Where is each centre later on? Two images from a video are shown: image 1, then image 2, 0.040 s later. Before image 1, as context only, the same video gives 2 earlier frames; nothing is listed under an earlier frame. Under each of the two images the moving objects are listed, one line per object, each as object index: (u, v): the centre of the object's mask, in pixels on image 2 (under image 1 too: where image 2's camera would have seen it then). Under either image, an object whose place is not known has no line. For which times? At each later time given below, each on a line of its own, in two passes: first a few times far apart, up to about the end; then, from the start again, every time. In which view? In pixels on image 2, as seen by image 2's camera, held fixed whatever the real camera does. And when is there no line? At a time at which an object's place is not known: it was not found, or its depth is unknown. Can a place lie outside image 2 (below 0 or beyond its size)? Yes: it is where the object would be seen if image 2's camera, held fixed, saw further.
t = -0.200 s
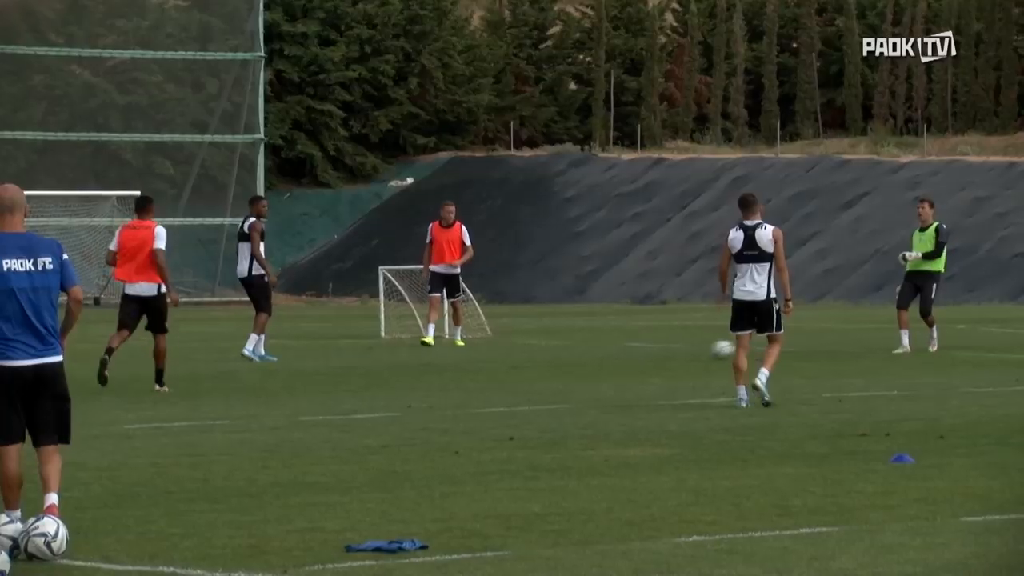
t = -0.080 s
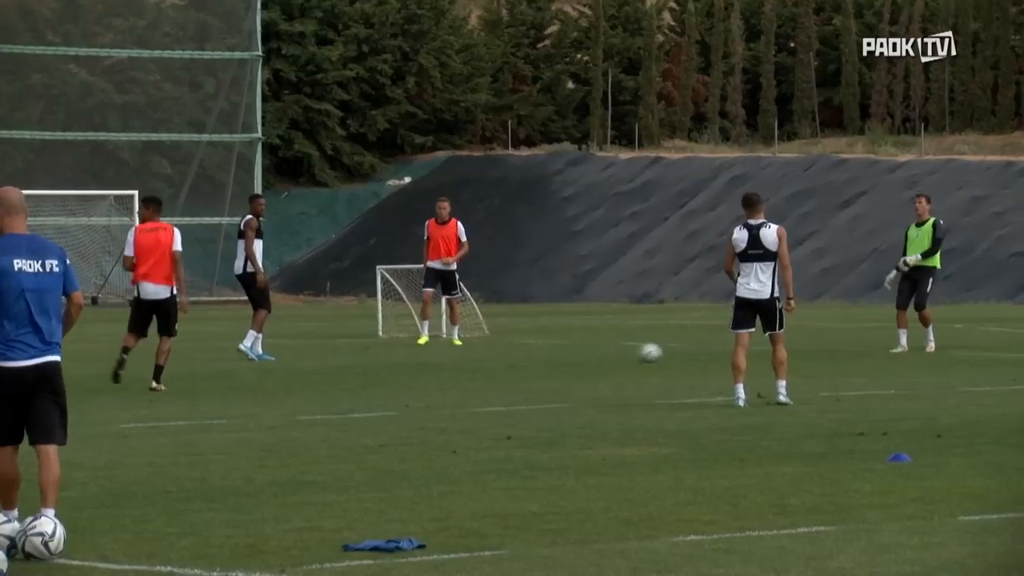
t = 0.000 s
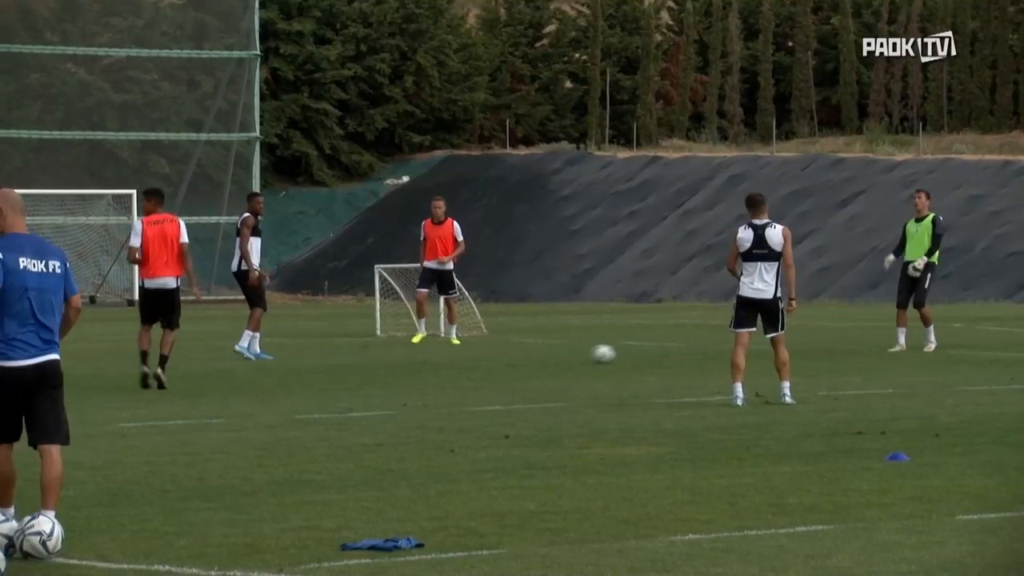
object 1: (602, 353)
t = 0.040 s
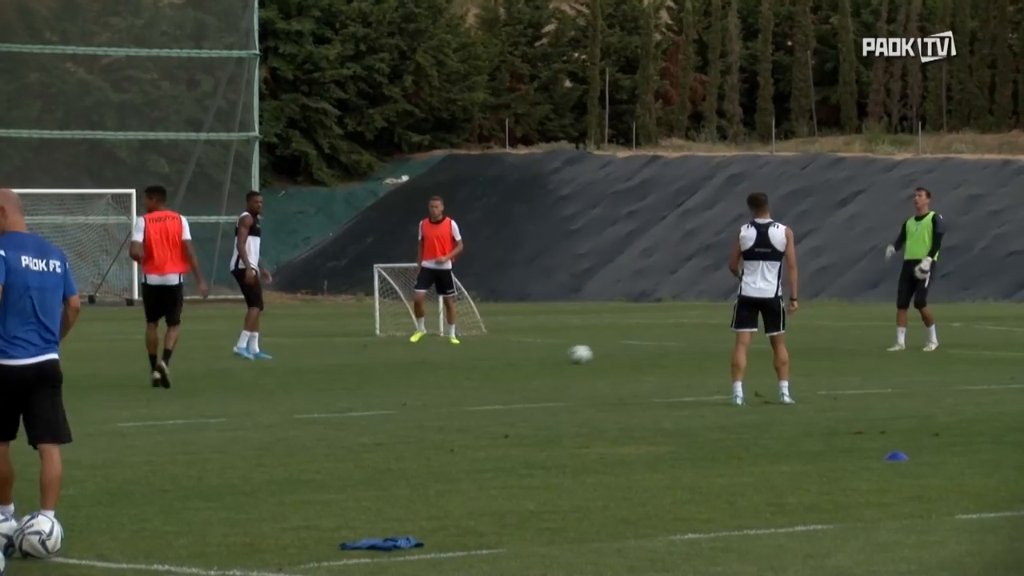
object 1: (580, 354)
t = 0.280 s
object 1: (459, 360)
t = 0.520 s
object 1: (353, 365)
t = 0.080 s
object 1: (559, 355)
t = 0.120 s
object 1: (538, 356)
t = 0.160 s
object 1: (518, 357)
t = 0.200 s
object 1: (498, 358)
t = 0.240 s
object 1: (479, 359)
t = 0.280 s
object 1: (459, 360)
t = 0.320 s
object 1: (441, 360)
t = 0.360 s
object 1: (423, 362)
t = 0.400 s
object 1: (405, 363)
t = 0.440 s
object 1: (388, 363)
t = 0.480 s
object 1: (371, 364)
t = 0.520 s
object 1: (353, 365)
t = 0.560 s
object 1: (336, 366)
